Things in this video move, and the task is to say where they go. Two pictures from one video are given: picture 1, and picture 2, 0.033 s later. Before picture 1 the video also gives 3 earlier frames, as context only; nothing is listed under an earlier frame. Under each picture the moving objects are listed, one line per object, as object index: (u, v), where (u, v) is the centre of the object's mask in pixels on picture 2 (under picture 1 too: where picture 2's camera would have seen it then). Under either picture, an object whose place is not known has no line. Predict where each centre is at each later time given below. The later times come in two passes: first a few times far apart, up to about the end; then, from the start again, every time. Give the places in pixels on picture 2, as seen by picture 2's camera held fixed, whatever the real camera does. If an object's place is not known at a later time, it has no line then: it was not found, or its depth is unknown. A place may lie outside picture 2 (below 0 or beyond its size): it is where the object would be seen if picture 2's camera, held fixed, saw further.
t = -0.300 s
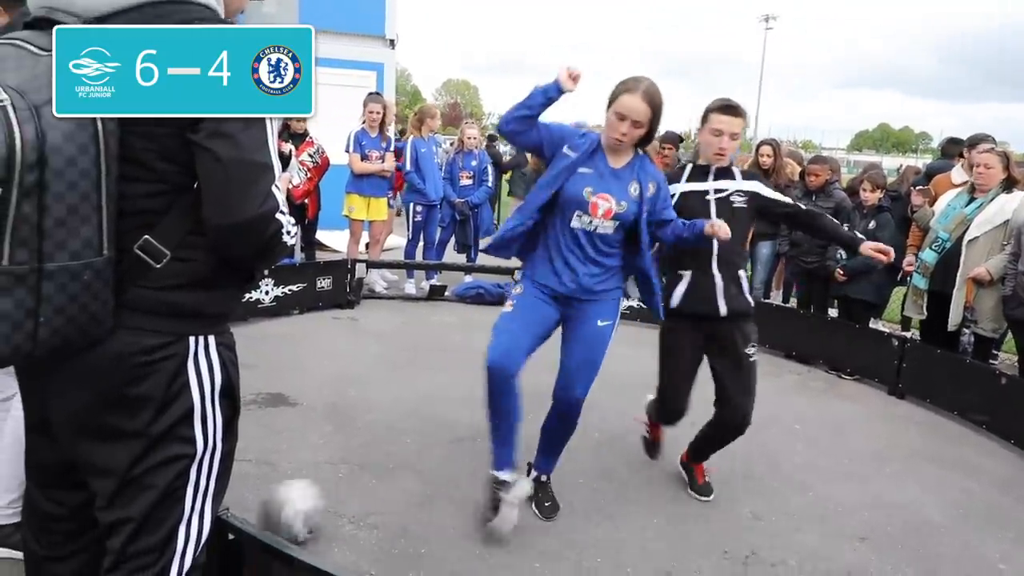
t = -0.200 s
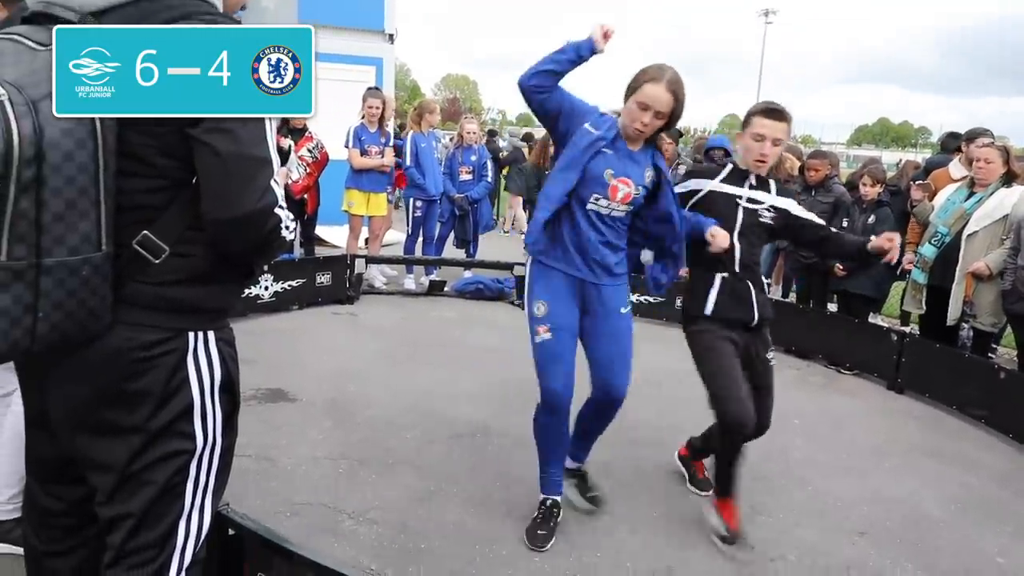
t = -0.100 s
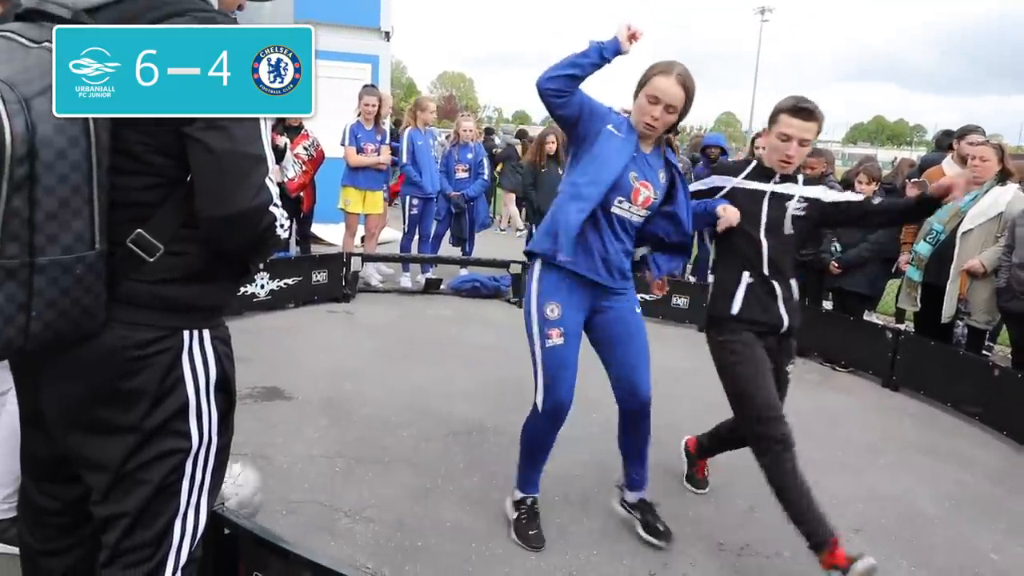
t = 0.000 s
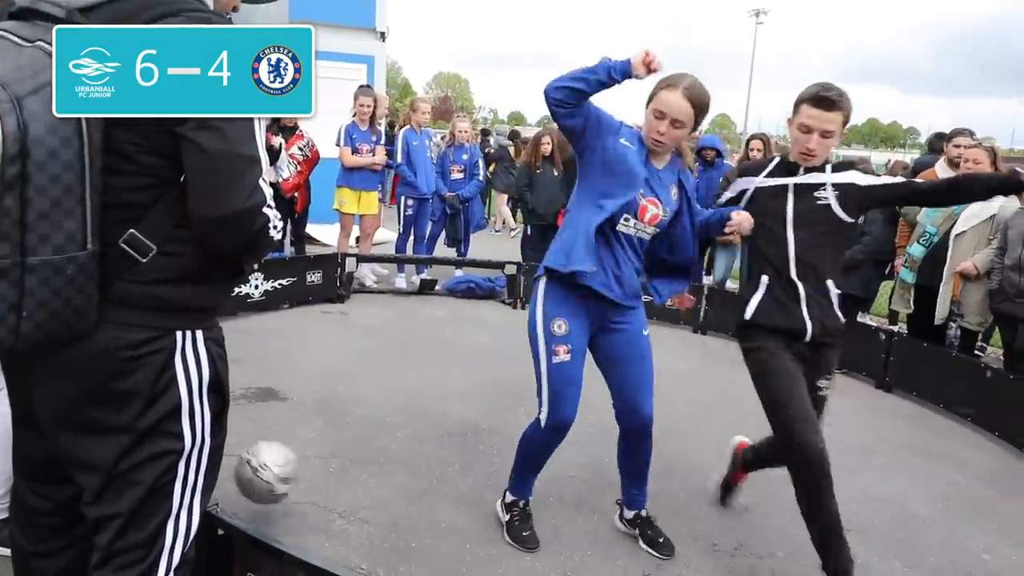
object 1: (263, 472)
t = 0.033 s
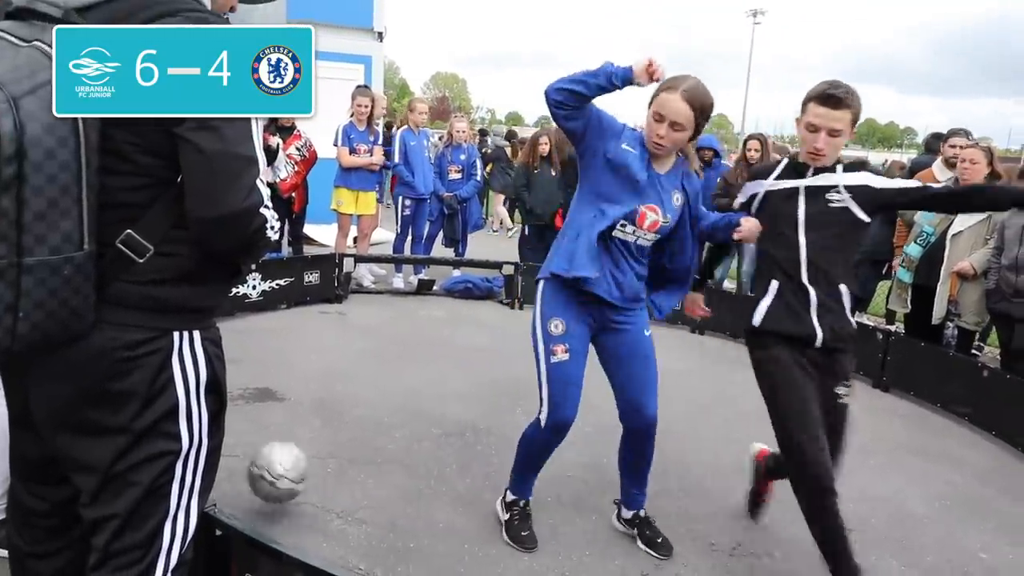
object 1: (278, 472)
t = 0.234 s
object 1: (323, 456)
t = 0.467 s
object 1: (356, 438)
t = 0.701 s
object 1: (385, 420)
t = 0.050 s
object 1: (284, 473)
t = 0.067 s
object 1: (291, 475)
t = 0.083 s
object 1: (297, 476)
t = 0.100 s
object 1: (300, 473)
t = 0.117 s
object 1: (303, 469)
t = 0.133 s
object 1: (306, 465)
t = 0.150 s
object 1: (309, 462)
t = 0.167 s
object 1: (312, 459)
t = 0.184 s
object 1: (315, 457)
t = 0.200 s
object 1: (318, 456)
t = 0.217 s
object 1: (321, 456)
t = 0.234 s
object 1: (323, 456)
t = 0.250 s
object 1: (326, 457)
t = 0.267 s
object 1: (328, 456)
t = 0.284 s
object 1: (331, 453)
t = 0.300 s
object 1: (333, 451)
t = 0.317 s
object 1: (335, 449)
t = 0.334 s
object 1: (338, 447)
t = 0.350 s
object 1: (340, 447)
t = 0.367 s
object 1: (343, 447)
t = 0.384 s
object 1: (345, 445)
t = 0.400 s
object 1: (348, 442)
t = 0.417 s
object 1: (350, 440)
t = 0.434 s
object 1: (352, 439)
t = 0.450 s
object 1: (354, 439)
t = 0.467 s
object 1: (356, 438)
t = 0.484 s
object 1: (358, 436)
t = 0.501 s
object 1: (360, 434)
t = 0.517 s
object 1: (362, 434)
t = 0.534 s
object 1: (364, 432)
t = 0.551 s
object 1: (366, 431)
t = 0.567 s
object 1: (368, 430)
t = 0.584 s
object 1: (371, 429)
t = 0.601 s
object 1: (373, 428)
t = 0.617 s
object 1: (375, 426)
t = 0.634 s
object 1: (377, 425)
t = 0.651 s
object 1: (379, 423)
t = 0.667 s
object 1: (382, 423)
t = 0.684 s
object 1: (383, 422)
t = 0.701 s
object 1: (385, 420)
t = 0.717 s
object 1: (387, 419)
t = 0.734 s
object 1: (388, 418)
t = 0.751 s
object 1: (391, 417)
